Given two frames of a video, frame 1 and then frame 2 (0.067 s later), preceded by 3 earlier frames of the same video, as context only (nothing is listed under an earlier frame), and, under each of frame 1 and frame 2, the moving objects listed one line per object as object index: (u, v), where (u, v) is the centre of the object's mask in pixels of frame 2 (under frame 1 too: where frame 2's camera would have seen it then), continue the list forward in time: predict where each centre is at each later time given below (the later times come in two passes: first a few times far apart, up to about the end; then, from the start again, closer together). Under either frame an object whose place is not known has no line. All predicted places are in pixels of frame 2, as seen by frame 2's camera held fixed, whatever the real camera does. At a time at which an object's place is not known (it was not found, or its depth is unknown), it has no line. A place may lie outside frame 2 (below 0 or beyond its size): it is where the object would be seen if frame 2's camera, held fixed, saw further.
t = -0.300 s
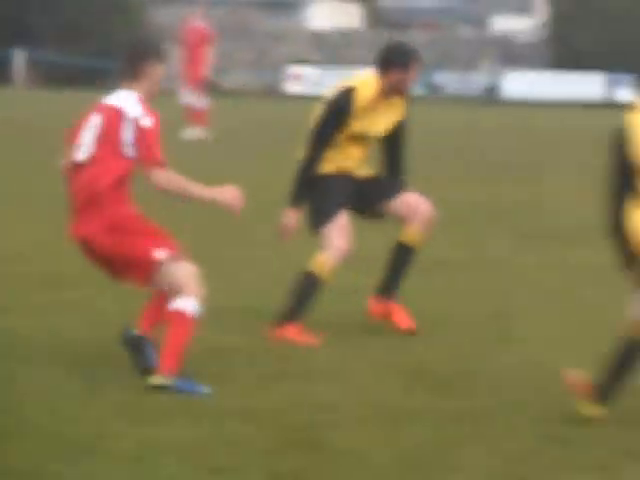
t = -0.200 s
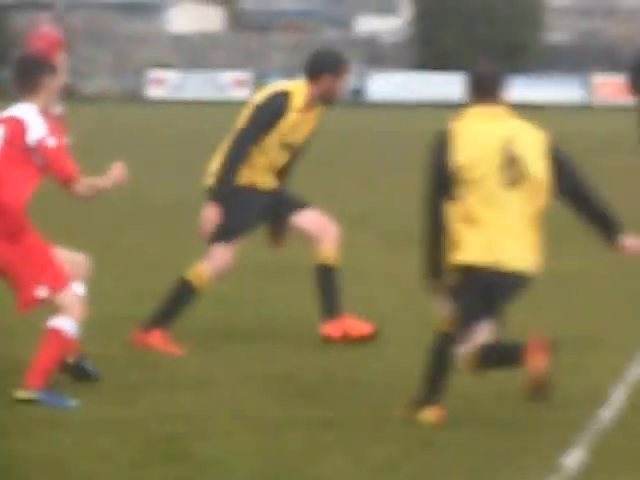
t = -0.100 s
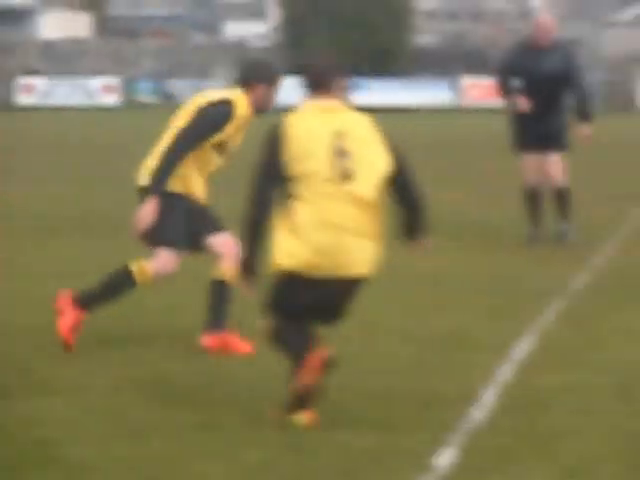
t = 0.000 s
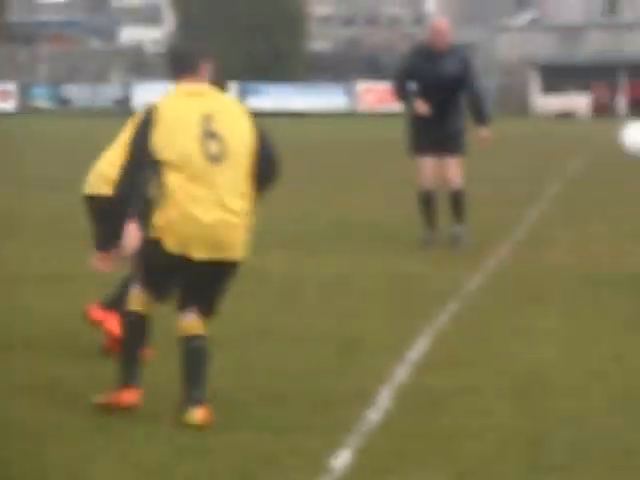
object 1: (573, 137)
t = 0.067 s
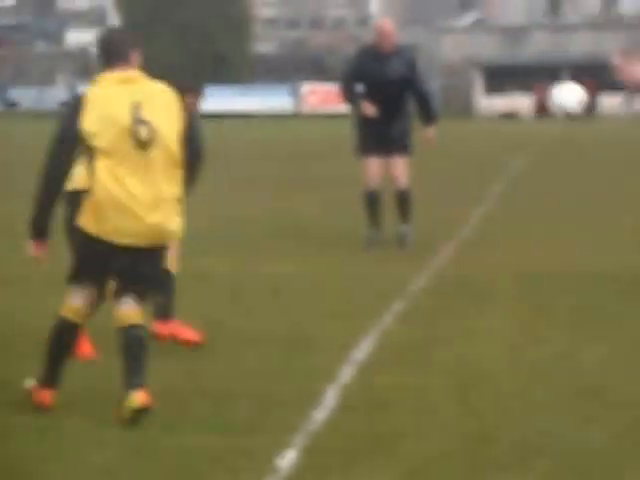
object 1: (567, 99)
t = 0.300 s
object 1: (517, 27)
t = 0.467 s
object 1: (485, 35)
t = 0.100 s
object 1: (560, 82)
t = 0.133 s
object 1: (552, 70)
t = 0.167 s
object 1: (544, 56)
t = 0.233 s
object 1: (532, 36)
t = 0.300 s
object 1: (517, 27)
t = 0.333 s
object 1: (510, 23)
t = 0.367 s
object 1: (505, 23)
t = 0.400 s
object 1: (499, 24)
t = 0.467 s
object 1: (485, 35)
